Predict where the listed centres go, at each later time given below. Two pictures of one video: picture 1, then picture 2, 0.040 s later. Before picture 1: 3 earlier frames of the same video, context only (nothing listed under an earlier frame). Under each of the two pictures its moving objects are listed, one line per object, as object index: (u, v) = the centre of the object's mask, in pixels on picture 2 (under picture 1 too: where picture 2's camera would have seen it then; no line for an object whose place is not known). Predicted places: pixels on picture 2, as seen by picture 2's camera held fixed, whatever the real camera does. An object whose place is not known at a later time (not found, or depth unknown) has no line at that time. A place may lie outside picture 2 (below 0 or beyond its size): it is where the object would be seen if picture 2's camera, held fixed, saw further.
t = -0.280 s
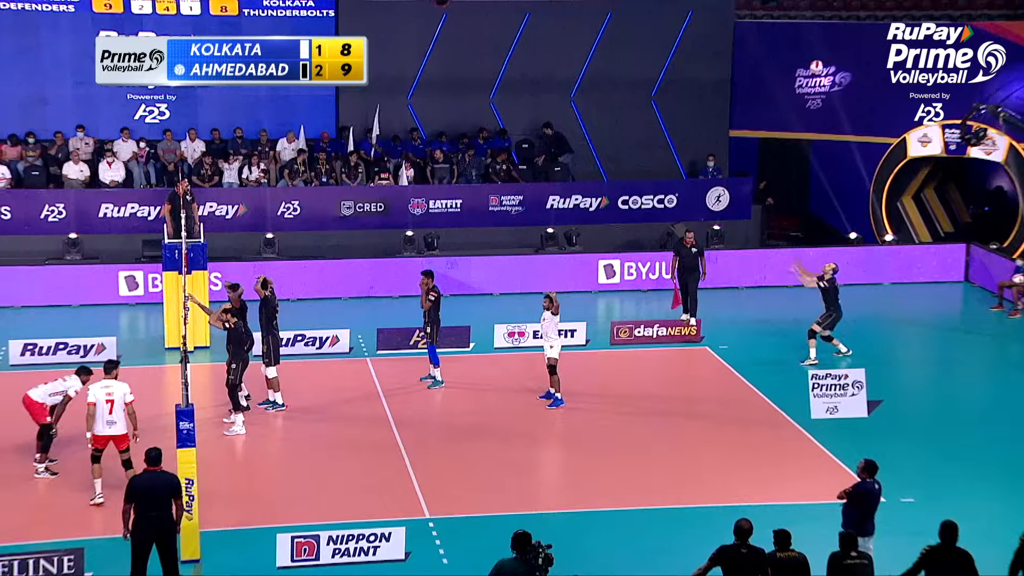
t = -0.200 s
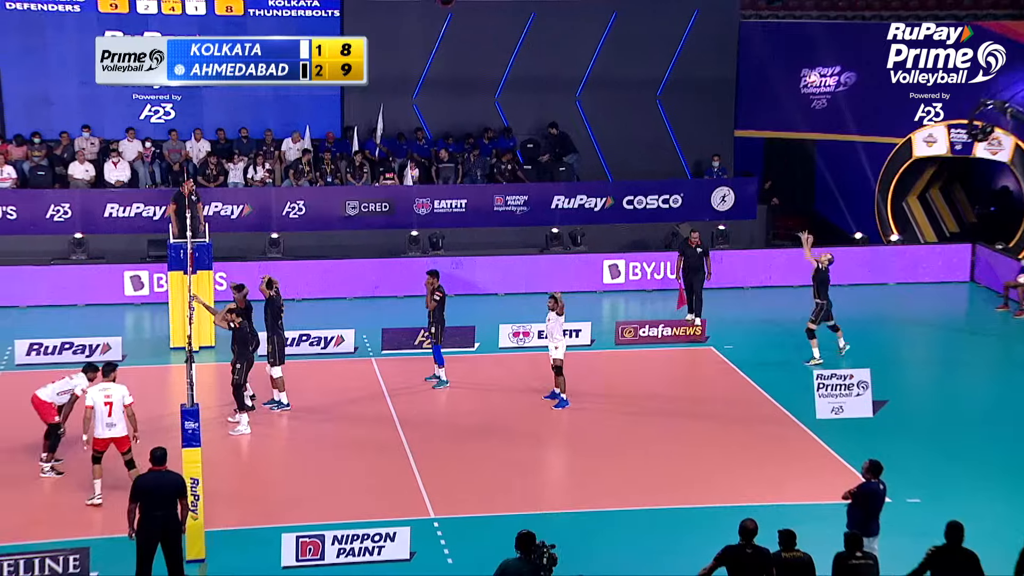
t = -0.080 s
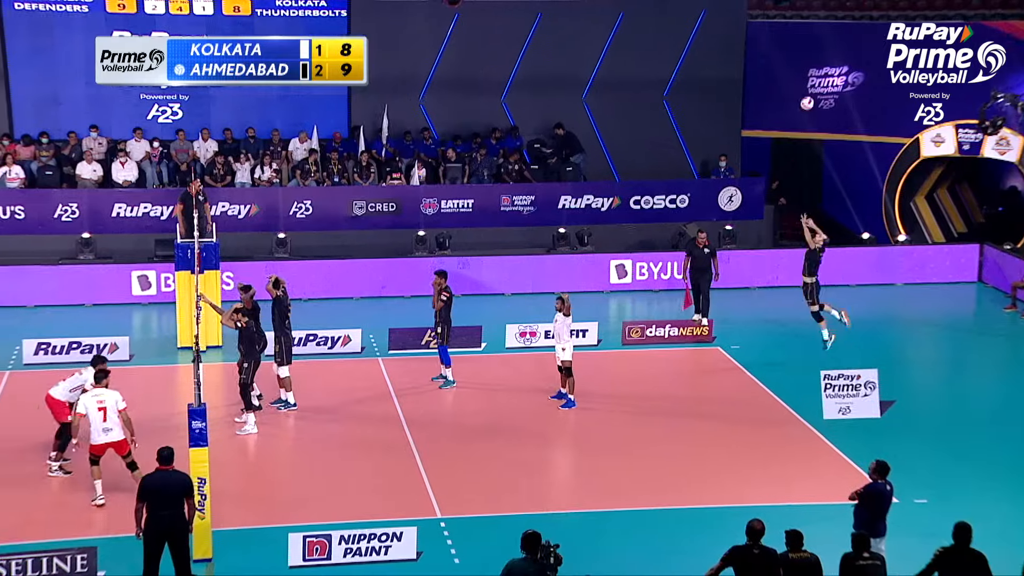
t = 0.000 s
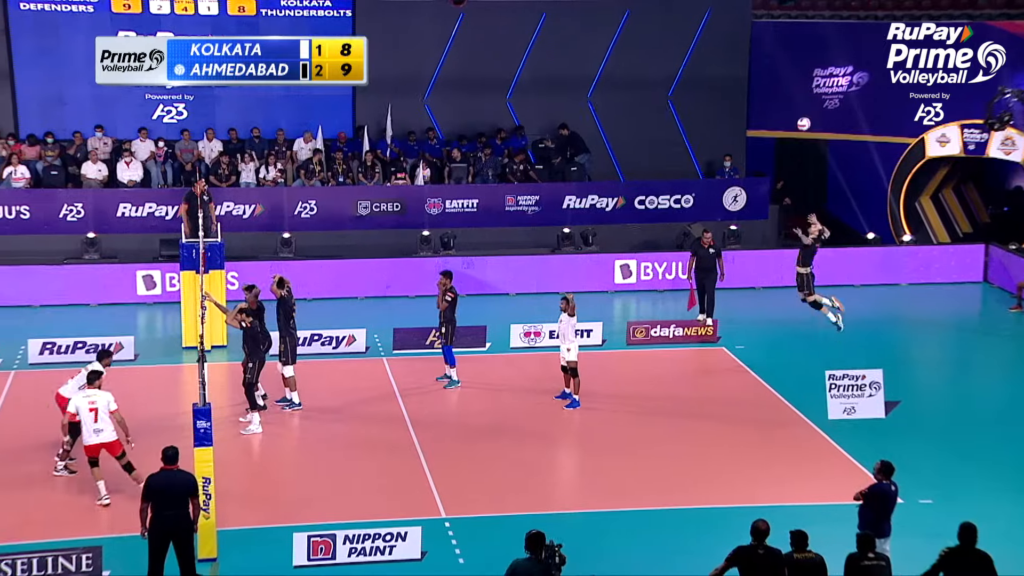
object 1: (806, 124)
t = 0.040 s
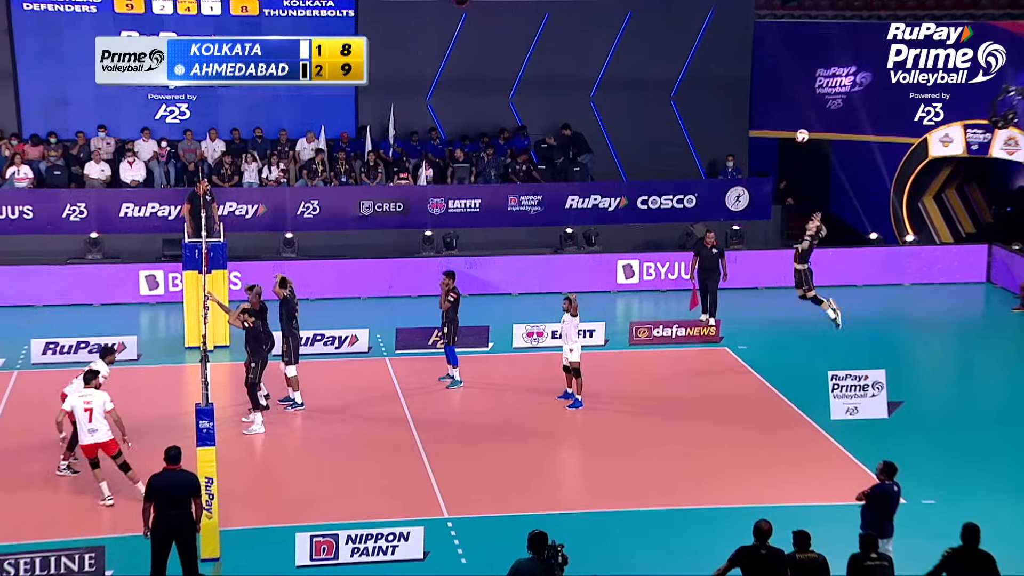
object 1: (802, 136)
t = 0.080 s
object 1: (797, 148)
